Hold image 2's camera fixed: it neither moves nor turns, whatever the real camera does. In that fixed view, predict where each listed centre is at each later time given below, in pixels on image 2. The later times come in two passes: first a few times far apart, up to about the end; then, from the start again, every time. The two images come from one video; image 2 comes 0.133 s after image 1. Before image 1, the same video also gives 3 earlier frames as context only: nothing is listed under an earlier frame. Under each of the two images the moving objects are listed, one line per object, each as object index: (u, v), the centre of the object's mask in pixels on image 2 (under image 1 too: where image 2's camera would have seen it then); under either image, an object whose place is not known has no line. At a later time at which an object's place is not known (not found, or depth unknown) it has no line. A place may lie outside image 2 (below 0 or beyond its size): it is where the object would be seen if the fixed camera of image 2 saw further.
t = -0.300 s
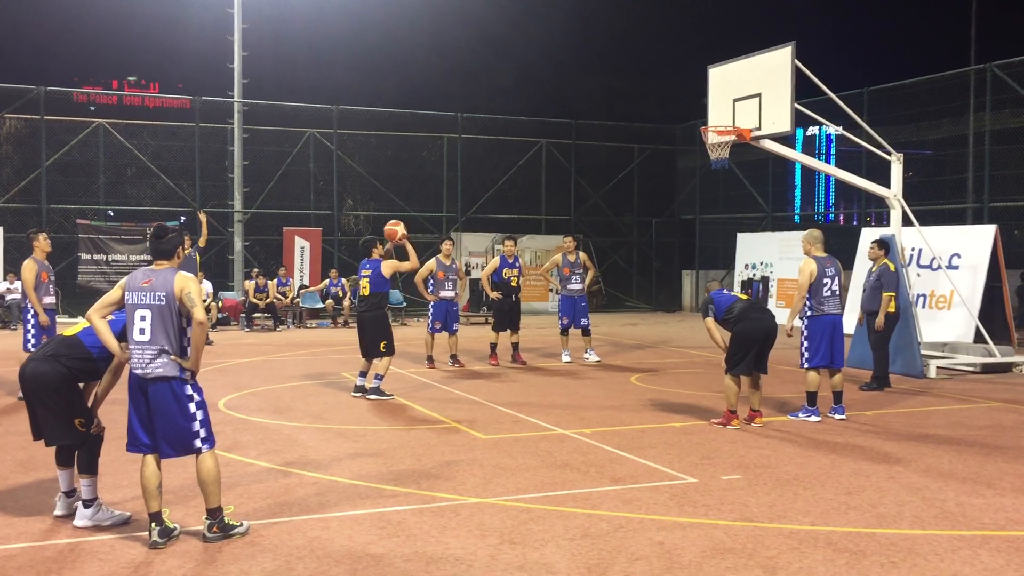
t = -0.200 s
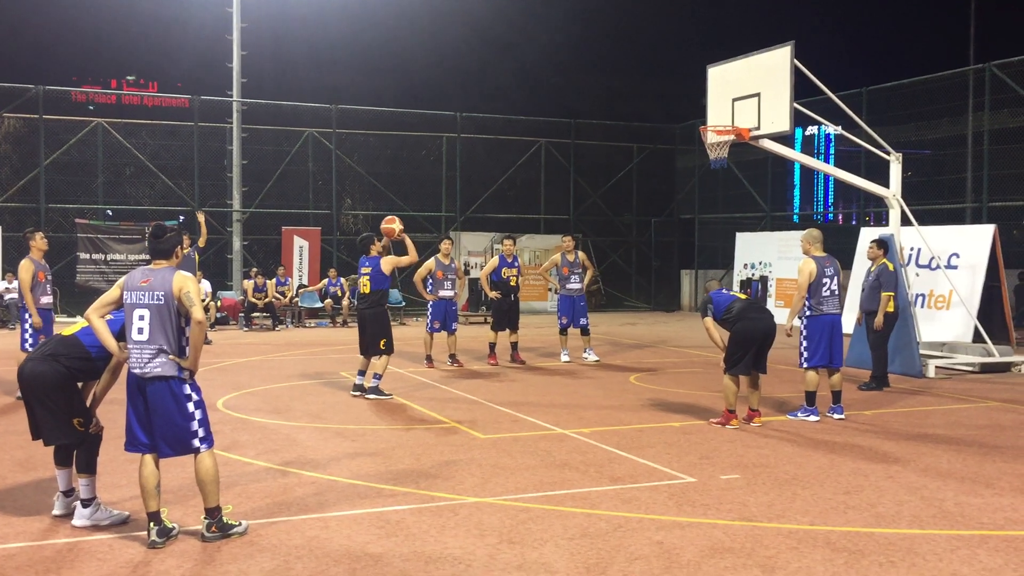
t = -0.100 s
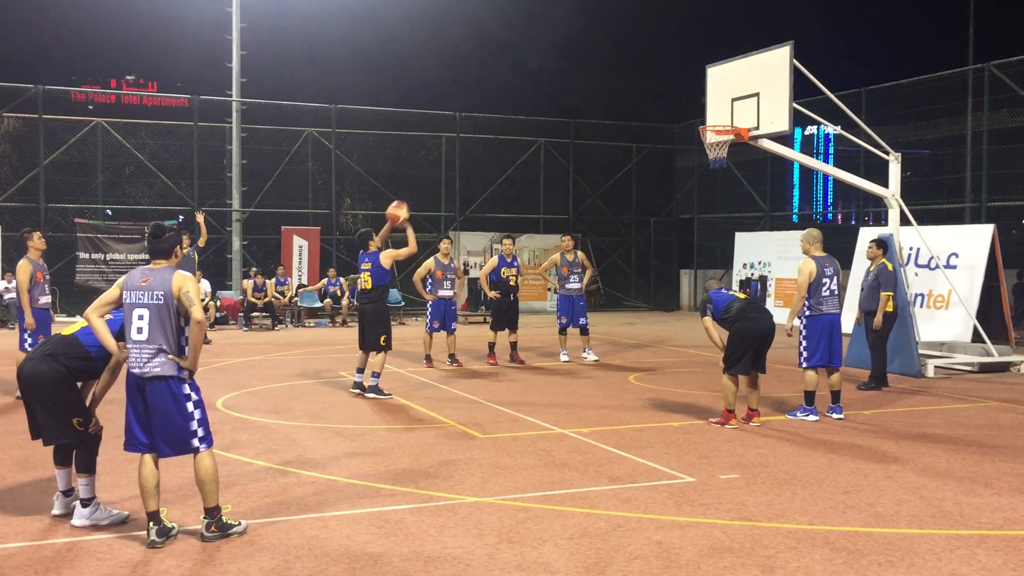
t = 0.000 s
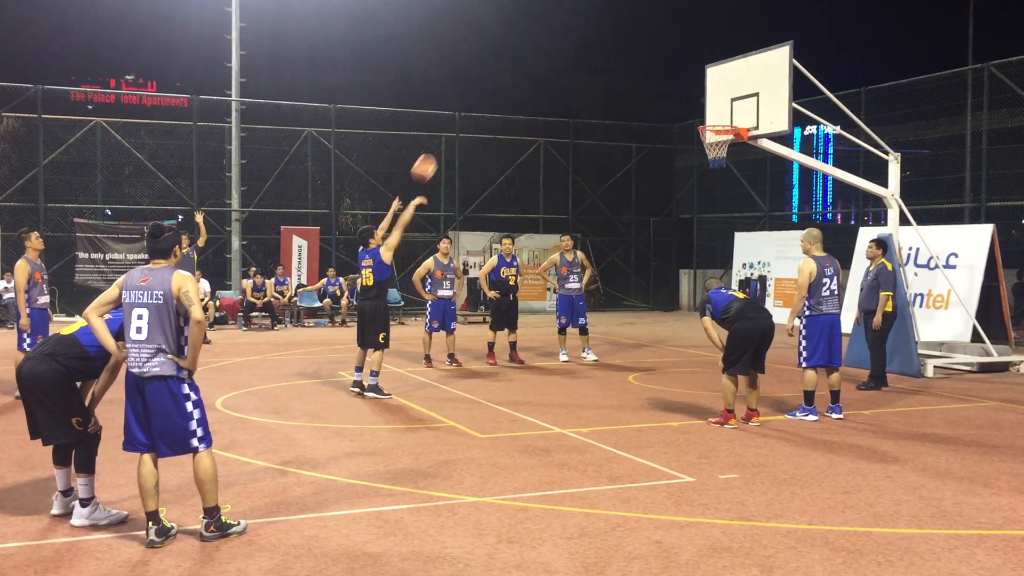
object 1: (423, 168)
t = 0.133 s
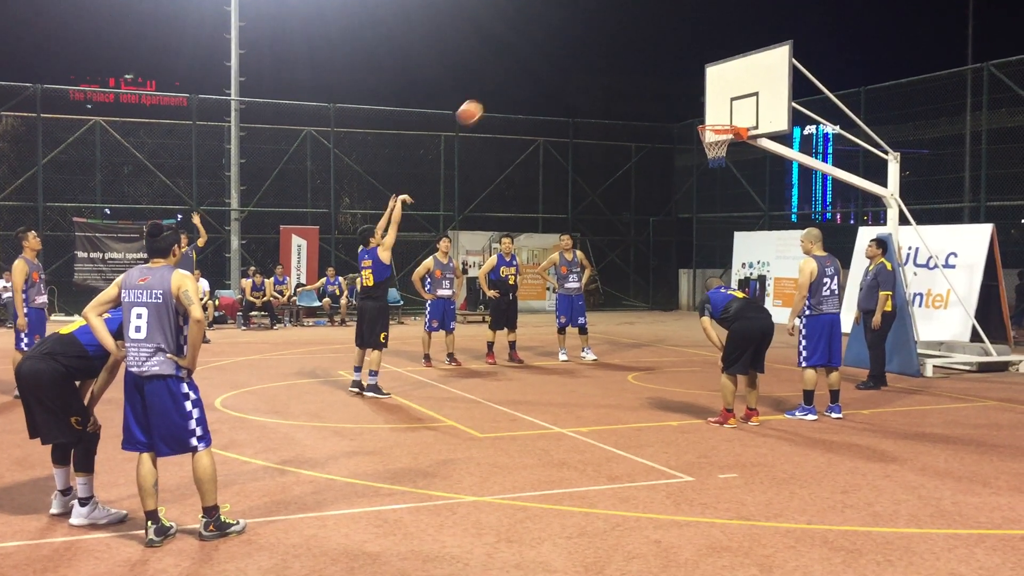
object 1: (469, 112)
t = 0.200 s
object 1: (492, 92)
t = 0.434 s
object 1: (568, 51)
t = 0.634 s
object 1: (628, 55)
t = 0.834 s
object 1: (684, 91)
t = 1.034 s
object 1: (725, 153)
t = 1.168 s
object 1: (732, 178)
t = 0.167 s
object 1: (481, 101)
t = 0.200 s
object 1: (492, 92)
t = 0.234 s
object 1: (504, 83)
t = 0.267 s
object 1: (515, 75)
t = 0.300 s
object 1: (525, 68)
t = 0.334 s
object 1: (536, 62)
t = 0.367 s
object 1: (546, 58)
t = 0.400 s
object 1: (557, 54)
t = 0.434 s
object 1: (568, 51)
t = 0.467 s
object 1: (578, 49)
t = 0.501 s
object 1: (588, 49)
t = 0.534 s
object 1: (598, 49)
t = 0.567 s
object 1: (608, 50)
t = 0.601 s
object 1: (618, 52)
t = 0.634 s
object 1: (628, 55)
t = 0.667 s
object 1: (637, 58)
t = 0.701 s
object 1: (647, 63)
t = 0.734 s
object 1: (657, 69)
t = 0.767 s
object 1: (666, 75)
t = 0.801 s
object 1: (675, 83)
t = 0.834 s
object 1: (684, 91)
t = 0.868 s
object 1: (693, 100)
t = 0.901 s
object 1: (701, 109)
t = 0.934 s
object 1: (710, 118)
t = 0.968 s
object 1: (719, 132)
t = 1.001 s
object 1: (726, 141)
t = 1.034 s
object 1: (725, 153)
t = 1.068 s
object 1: (729, 156)
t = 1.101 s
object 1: (730, 162)
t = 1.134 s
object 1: (732, 170)
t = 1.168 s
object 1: (732, 178)
